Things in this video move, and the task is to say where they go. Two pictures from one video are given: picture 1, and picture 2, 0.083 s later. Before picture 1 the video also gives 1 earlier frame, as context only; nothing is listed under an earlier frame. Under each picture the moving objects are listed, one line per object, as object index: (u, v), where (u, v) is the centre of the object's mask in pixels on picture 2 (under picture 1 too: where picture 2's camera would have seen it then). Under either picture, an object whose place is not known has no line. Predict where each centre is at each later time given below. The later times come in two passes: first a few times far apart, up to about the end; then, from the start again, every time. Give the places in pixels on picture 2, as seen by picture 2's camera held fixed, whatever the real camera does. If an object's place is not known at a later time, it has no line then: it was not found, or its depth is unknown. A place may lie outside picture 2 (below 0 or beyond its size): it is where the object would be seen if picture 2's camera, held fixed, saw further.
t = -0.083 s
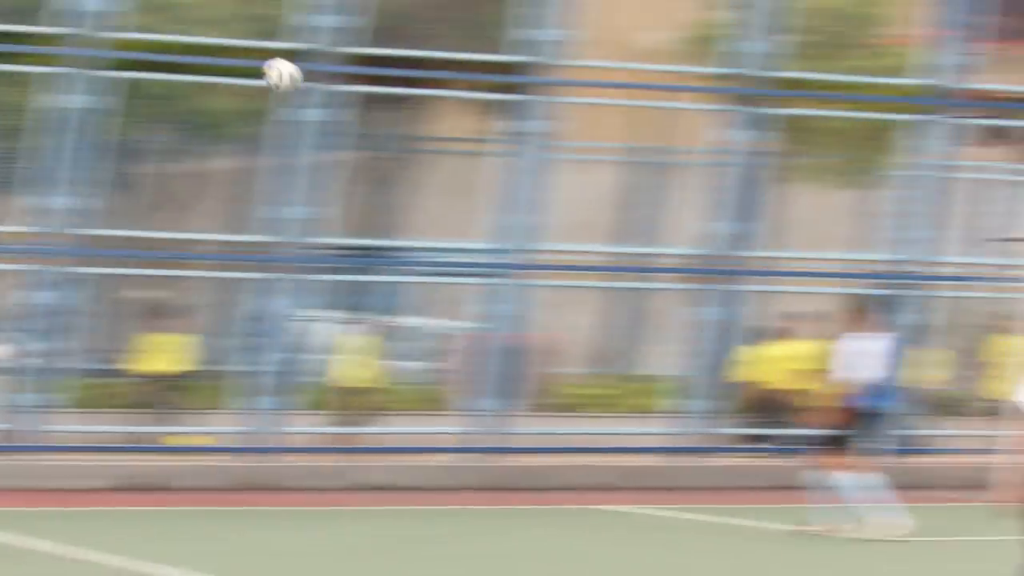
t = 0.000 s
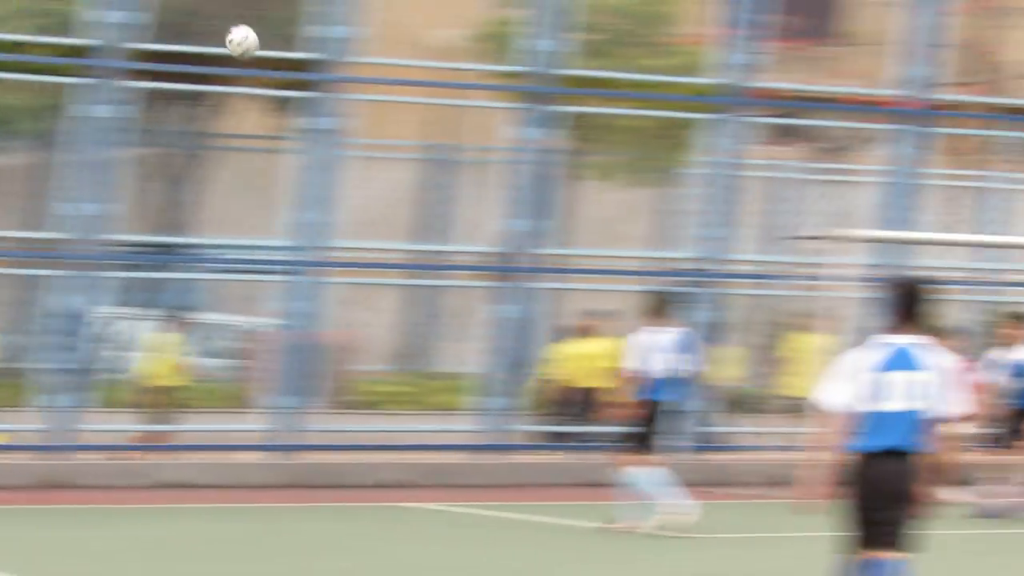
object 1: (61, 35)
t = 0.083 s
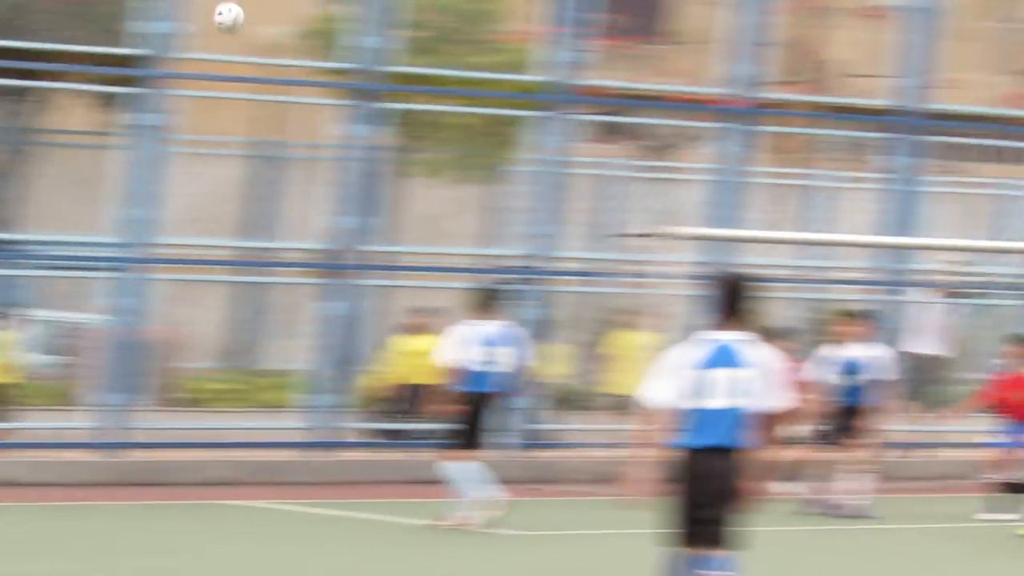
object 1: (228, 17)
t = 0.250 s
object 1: (521, 13)
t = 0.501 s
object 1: (886, 40)
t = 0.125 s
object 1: (306, 15)
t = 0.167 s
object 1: (380, 12)
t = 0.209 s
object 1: (456, 13)
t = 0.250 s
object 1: (521, 13)
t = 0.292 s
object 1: (586, 13)
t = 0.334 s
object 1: (650, 15)
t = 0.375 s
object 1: (711, 18)
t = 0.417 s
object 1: (772, 22)
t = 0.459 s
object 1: (830, 31)
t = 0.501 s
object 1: (886, 40)
